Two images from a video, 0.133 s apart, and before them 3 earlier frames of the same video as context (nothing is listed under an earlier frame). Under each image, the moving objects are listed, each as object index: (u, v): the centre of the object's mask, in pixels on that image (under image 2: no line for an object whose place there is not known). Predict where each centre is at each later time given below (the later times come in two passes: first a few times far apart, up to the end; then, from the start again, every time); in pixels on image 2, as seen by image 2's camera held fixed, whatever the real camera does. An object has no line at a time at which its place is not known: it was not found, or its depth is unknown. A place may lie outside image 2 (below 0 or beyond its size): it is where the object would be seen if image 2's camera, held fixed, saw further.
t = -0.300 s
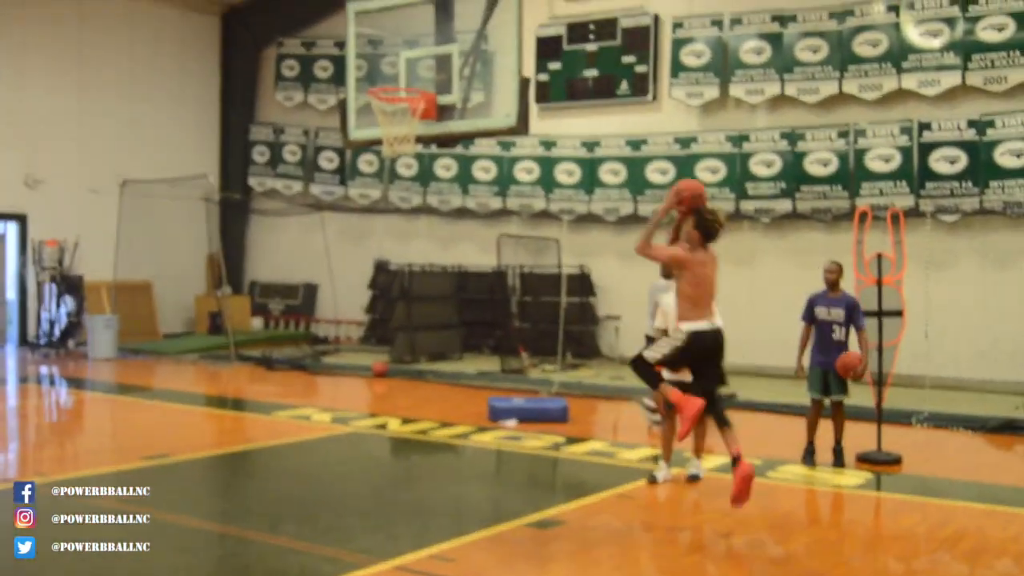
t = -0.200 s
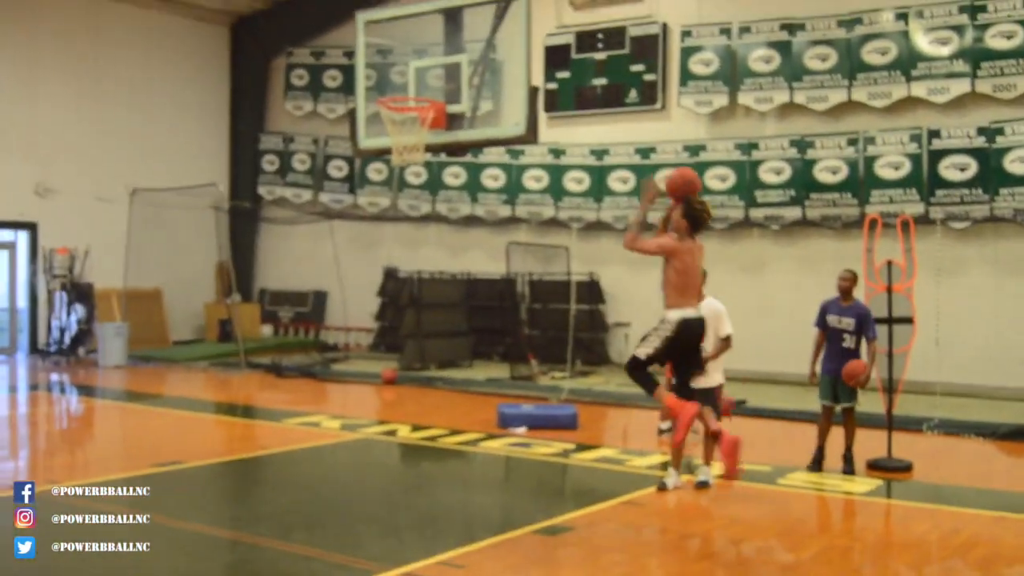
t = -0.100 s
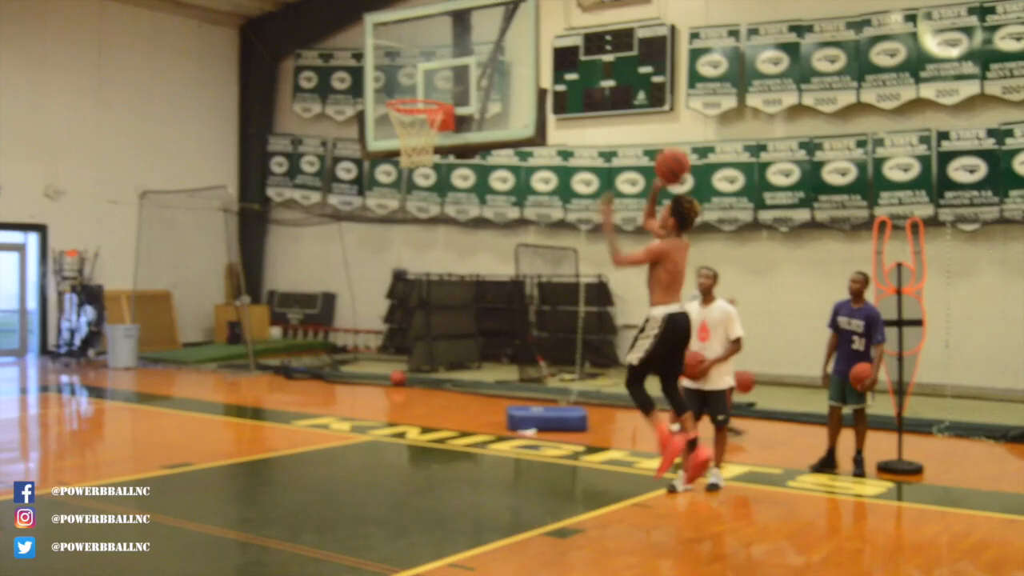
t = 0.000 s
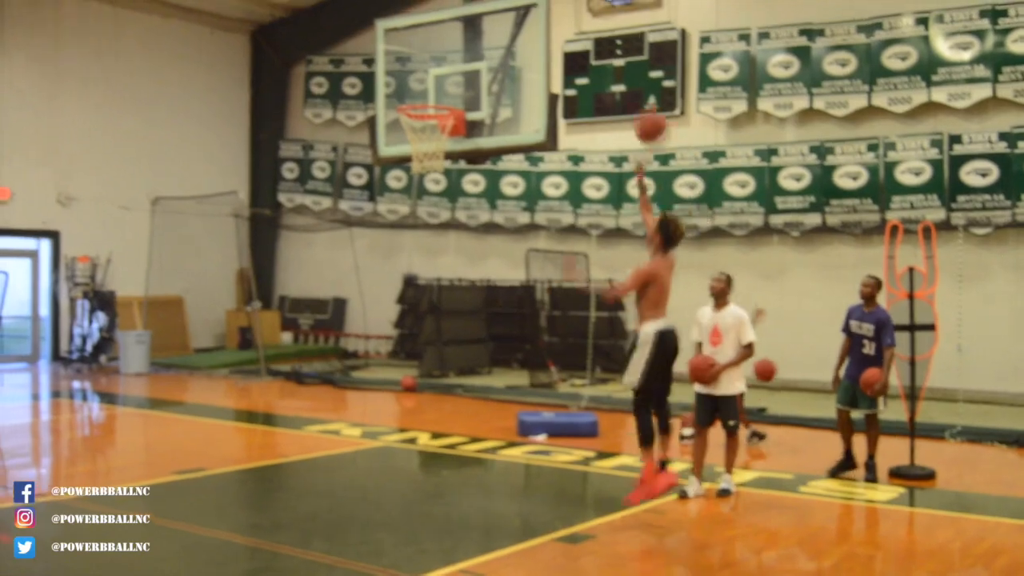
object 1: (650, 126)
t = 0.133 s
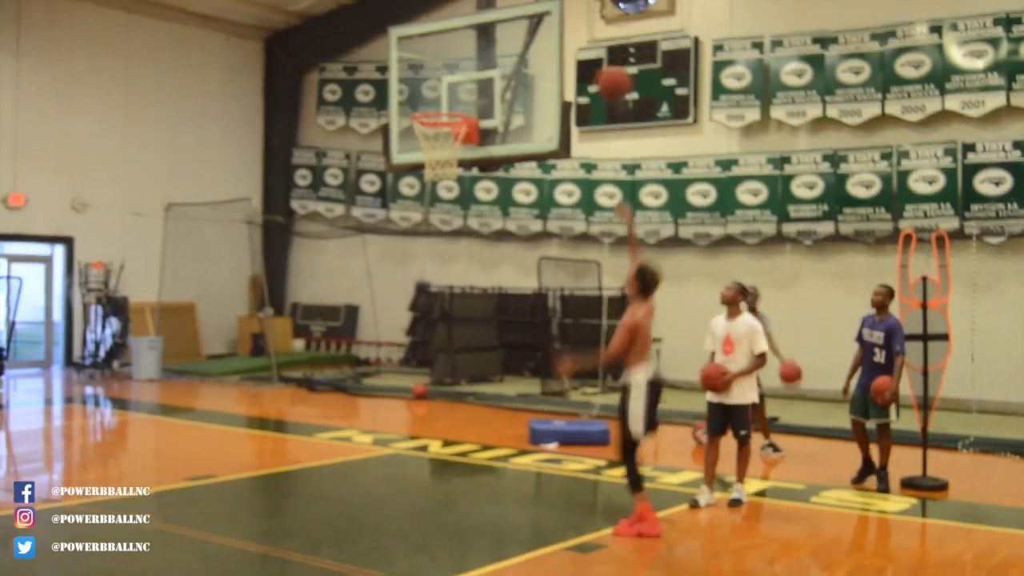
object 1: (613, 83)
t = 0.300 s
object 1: (554, 54)
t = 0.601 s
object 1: (455, 92)
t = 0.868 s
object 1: (460, 156)
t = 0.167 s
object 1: (600, 76)
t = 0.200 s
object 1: (590, 69)
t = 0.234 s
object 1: (579, 63)
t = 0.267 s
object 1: (565, 57)
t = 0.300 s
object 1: (554, 54)
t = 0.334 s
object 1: (541, 53)
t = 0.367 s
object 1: (530, 53)
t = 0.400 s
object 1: (519, 55)
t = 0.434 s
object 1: (510, 58)
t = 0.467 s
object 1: (497, 62)
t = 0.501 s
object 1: (487, 67)
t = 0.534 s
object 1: (476, 75)
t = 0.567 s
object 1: (466, 83)
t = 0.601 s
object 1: (455, 92)
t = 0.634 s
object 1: (446, 102)
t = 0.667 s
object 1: (435, 108)
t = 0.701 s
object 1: (433, 128)
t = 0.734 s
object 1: (439, 135)
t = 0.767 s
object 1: (444, 143)
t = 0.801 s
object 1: (452, 153)
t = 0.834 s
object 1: (457, 155)
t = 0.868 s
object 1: (460, 156)
